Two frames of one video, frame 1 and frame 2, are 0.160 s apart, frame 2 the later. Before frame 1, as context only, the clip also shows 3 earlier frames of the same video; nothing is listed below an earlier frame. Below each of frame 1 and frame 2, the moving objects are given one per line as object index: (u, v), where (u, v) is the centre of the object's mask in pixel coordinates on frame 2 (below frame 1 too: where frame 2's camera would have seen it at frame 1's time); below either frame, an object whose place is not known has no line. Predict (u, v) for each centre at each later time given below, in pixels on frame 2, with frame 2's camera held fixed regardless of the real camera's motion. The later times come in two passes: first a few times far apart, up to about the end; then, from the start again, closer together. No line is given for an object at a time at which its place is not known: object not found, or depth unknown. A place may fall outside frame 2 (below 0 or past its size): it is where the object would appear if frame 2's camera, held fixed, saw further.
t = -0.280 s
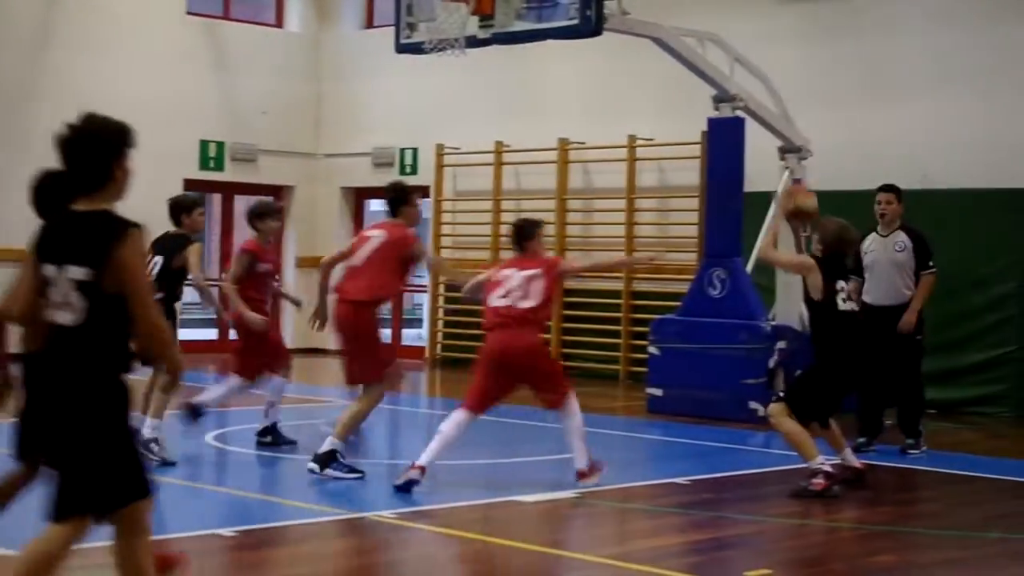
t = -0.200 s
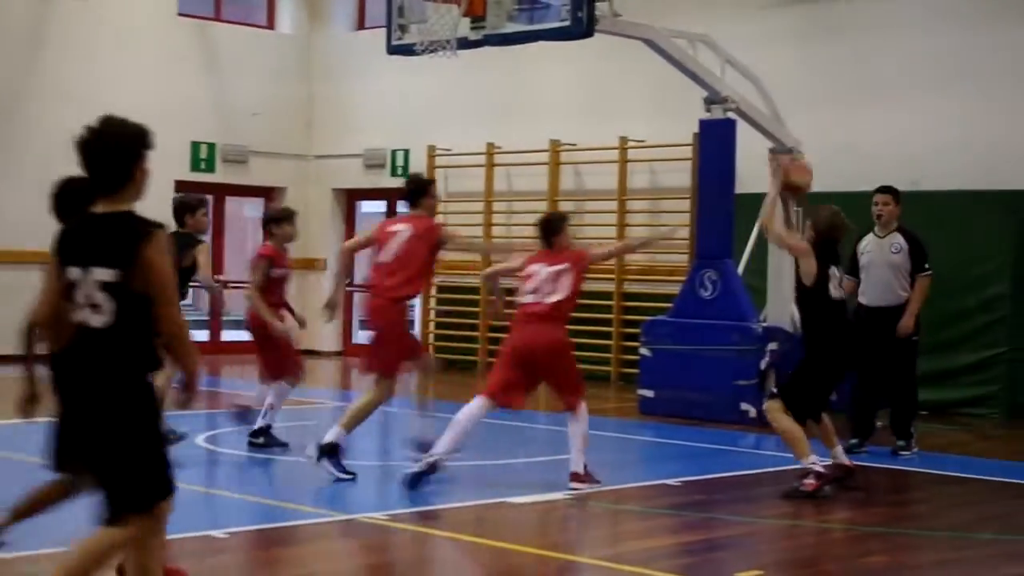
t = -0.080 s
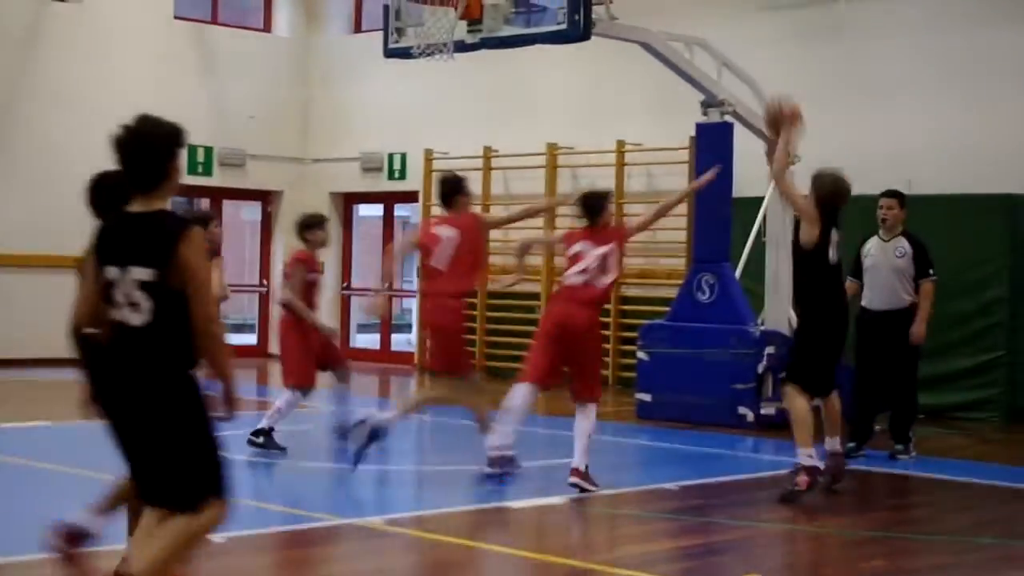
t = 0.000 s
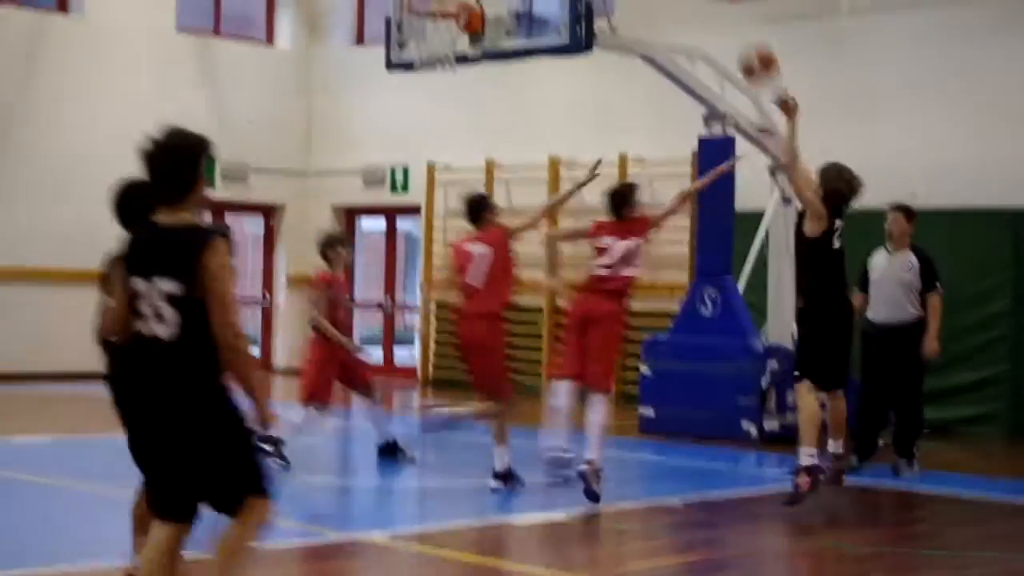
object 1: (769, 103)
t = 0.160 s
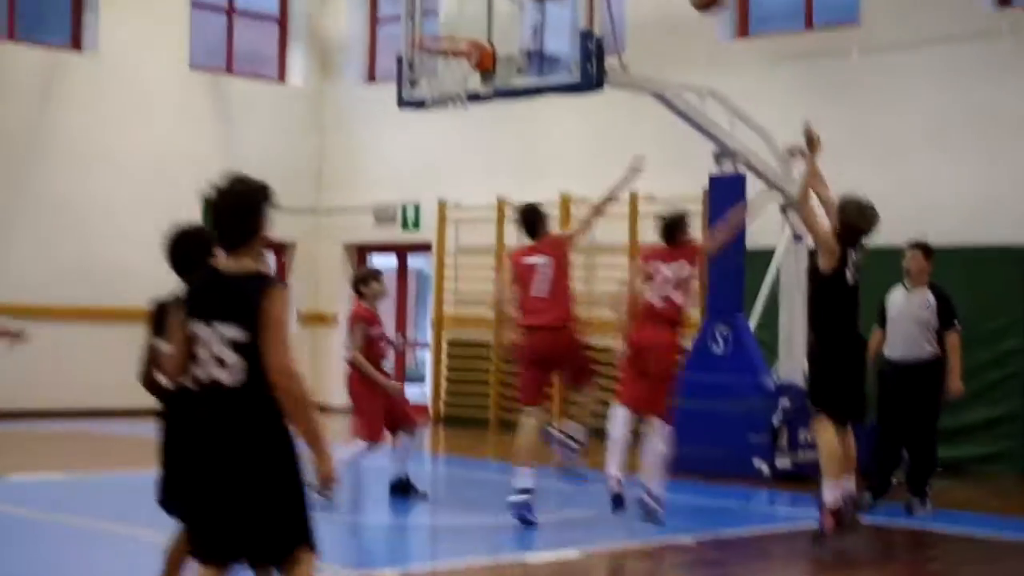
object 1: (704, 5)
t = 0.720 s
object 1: (514, -35)
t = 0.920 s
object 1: (454, 30)
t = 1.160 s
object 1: (445, 79)
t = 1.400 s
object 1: (458, 101)
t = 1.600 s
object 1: (463, 167)
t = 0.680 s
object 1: (524, -40)
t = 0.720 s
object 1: (514, -35)
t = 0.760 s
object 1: (500, -22)
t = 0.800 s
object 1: (488, -4)
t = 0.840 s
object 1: (474, 18)
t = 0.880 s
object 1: (464, 28)
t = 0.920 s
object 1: (454, 30)
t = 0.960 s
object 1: (441, 38)
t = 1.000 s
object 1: (434, 53)
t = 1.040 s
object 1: (434, 56)
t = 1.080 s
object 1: (439, 66)
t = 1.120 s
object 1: (441, 71)
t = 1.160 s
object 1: (445, 79)
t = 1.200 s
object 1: (449, 83)
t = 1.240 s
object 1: (451, 84)
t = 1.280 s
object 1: (453, 85)
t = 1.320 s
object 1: (455, 88)
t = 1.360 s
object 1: (457, 98)
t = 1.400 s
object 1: (458, 101)
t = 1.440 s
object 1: (459, 109)
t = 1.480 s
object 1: (460, 120)
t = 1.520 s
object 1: (461, 135)
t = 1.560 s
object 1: (462, 150)
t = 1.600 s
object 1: (463, 167)
